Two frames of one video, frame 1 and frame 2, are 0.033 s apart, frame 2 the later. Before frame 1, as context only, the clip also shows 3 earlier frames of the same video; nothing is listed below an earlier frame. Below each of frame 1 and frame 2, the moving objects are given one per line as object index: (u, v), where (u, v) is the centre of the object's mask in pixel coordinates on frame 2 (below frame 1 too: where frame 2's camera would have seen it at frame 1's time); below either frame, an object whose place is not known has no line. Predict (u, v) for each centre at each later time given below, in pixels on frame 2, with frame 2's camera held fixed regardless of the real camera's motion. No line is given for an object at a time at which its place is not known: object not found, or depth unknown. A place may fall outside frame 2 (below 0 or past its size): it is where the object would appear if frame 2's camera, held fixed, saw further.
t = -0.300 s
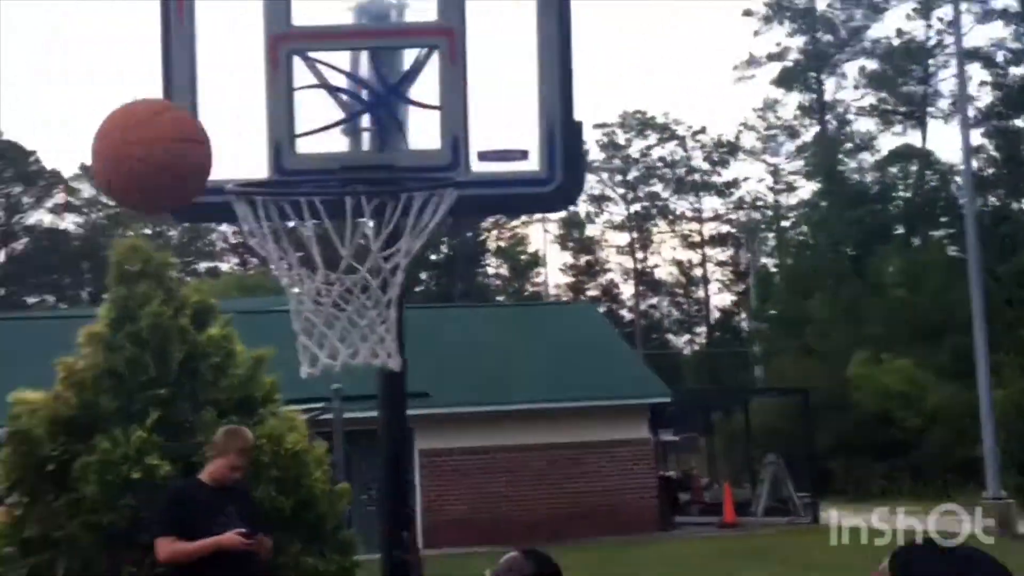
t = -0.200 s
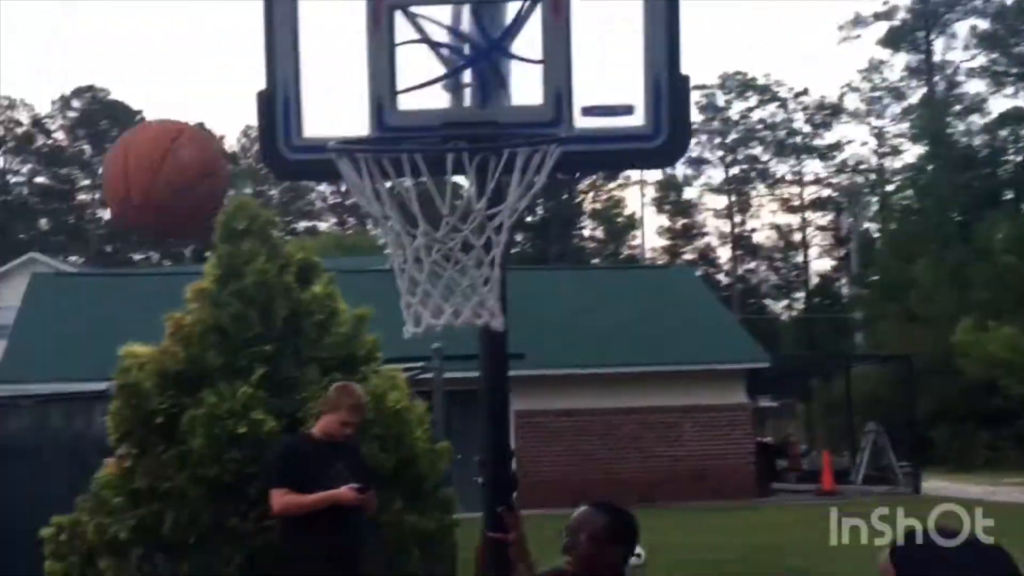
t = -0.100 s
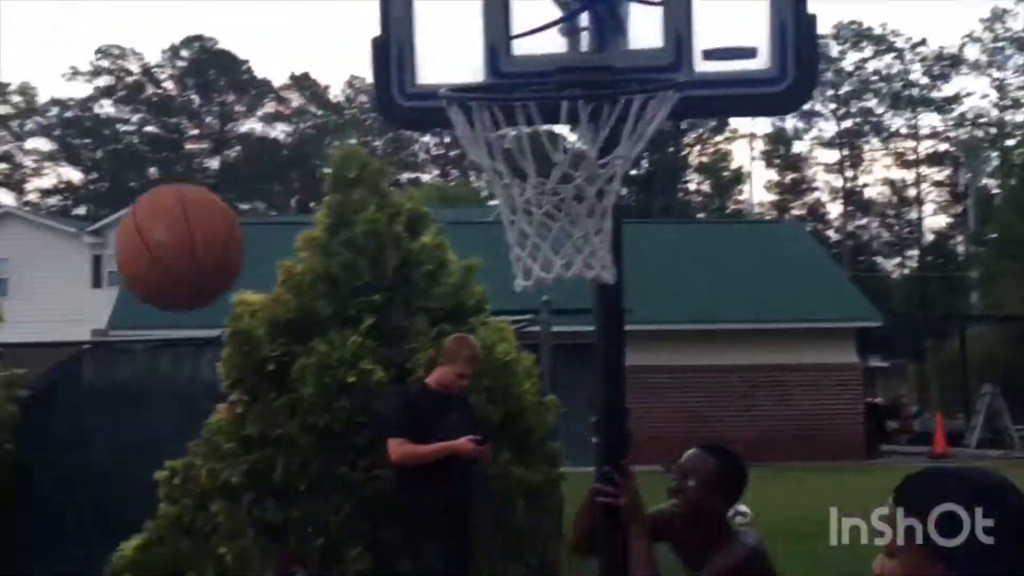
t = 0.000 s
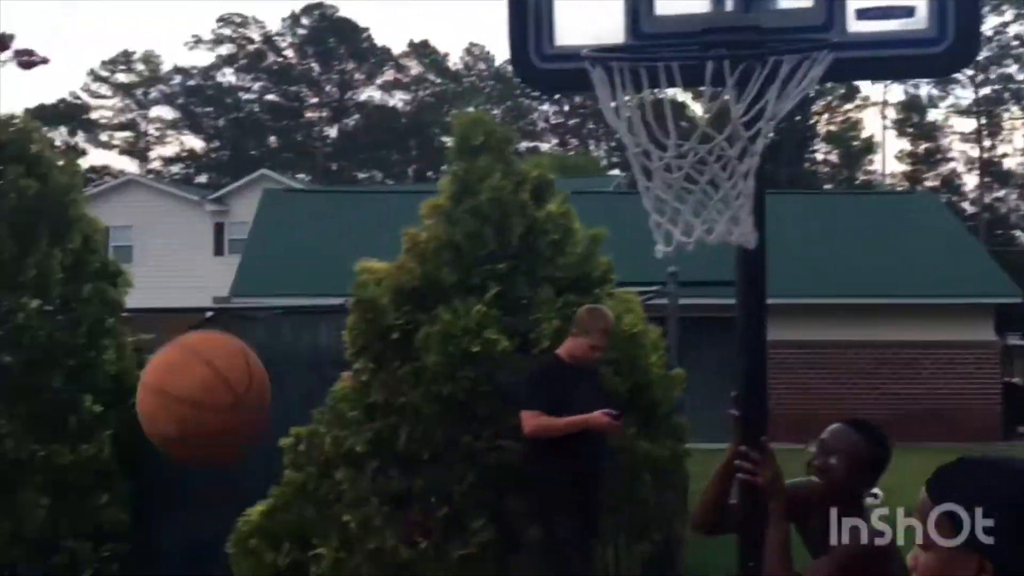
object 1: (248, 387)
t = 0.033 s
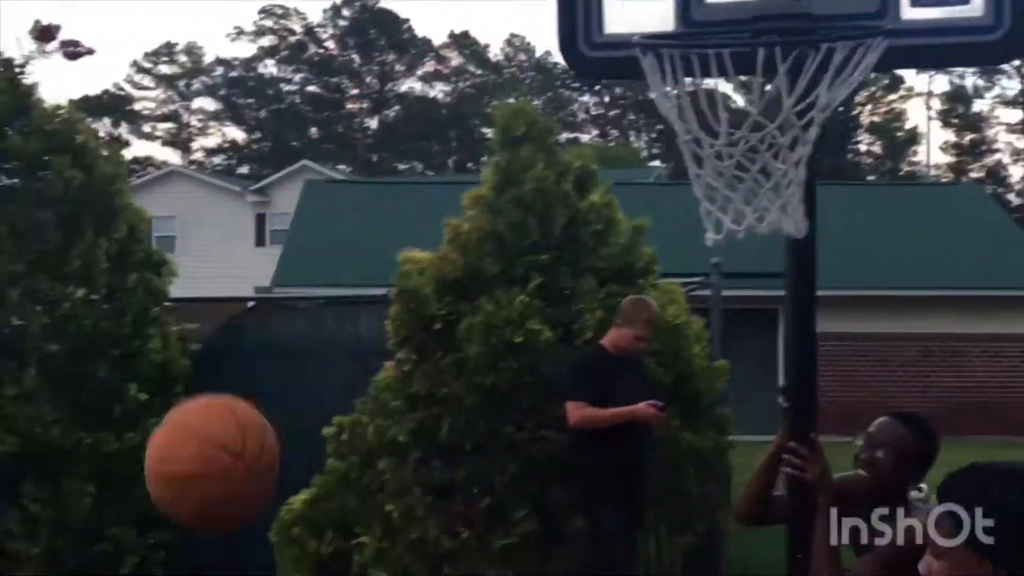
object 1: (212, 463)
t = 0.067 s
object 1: (175, 536)
